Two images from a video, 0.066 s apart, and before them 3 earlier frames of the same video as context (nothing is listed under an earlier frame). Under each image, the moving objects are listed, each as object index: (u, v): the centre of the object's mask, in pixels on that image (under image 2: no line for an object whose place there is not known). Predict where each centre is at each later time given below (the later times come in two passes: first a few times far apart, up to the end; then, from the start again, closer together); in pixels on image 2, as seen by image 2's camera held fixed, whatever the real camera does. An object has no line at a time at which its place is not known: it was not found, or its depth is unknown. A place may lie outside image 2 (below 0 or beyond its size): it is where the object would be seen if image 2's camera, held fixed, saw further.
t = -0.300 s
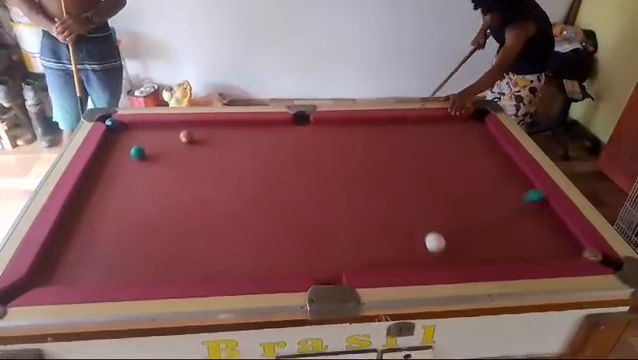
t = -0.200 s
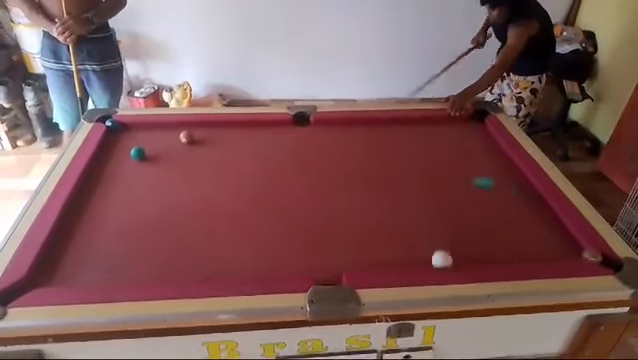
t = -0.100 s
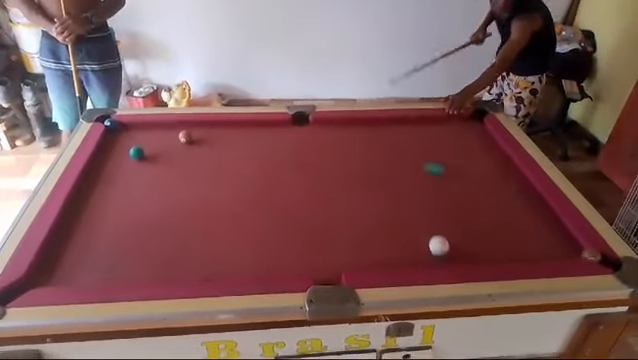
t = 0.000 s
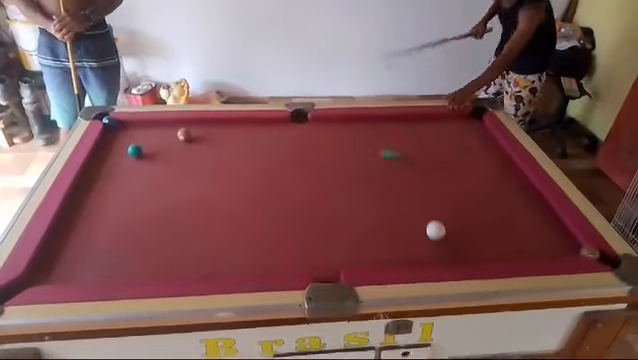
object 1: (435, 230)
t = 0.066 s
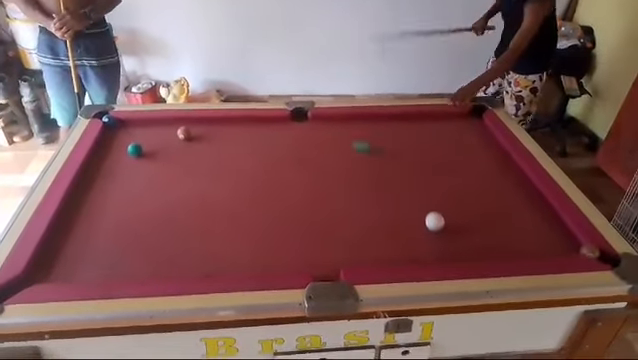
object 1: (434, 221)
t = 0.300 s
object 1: (431, 197)
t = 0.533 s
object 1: (428, 176)
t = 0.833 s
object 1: (427, 154)
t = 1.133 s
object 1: (425, 135)
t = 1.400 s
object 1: (425, 121)
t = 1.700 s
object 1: (434, 122)
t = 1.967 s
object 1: (446, 132)
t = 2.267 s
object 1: (461, 143)
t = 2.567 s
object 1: (476, 154)
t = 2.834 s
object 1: (490, 164)
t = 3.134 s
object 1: (506, 174)
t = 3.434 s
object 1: (523, 185)
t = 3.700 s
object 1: (536, 193)
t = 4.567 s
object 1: (544, 213)
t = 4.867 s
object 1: (548, 218)
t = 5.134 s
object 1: (551, 222)
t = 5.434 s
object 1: (555, 226)
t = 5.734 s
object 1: (559, 229)
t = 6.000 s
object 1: (561, 230)
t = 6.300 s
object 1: (562, 231)
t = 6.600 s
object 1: (563, 231)
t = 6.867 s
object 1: (563, 232)
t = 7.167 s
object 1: (563, 232)
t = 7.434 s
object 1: (563, 231)
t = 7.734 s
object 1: (563, 232)
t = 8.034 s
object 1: (563, 231)
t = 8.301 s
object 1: (563, 232)
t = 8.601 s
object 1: (563, 232)
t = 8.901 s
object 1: (563, 232)
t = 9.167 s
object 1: (564, 231)
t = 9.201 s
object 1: (564, 232)
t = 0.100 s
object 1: (434, 217)
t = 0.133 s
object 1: (433, 214)
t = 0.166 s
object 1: (433, 210)
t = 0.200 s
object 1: (432, 207)
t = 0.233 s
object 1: (432, 203)
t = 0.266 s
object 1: (432, 200)
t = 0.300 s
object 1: (431, 197)
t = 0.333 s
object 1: (431, 193)
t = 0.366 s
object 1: (430, 191)
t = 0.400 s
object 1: (430, 187)
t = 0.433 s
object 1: (429, 184)
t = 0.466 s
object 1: (429, 182)
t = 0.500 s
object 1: (429, 179)
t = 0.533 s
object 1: (428, 176)
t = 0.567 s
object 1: (428, 173)
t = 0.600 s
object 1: (428, 170)
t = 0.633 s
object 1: (427, 168)
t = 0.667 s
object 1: (427, 165)
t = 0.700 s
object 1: (427, 163)
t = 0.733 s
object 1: (427, 160)
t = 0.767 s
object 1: (427, 158)
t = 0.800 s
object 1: (427, 156)
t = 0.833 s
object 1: (427, 154)
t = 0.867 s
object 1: (426, 152)
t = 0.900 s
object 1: (426, 149)
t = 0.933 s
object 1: (426, 147)
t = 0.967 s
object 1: (426, 145)
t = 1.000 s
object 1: (426, 143)
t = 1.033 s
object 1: (426, 141)
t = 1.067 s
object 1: (425, 139)
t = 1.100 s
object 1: (425, 137)
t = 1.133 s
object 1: (425, 135)
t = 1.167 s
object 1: (426, 133)
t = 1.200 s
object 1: (426, 132)
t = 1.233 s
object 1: (425, 130)
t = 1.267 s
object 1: (425, 128)
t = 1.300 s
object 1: (425, 126)
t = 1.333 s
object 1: (425, 124)
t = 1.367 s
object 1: (425, 123)
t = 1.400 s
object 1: (425, 121)
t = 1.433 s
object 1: (425, 119)
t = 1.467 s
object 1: (425, 118)
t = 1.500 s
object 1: (425, 117)
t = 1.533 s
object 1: (426, 117)
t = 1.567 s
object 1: (428, 118)
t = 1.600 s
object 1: (429, 119)
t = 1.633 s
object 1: (430, 120)
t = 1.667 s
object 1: (432, 122)
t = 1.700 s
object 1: (434, 122)
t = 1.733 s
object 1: (435, 123)
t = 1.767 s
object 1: (437, 125)
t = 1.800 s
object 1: (438, 126)
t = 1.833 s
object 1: (440, 127)
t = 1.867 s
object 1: (441, 129)
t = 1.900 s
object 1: (443, 130)
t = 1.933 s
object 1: (444, 131)
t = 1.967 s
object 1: (446, 132)
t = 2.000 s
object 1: (448, 134)
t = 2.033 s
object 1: (449, 135)
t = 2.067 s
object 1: (451, 136)
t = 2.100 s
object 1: (453, 137)
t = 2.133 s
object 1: (454, 138)
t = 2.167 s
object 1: (456, 140)
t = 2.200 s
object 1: (457, 141)
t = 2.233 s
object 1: (459, 142)
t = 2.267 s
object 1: (461, 143)
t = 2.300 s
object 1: (462, 144)
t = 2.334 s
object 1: (464, 146)
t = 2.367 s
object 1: (466, 147)
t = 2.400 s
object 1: (468, 148)
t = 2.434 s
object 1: (469, 149)
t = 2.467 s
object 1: (471, 151)
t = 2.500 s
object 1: (473, 152)
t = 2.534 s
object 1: (474, 153)
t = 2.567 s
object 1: (476, 154)
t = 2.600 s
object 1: (478, 155)
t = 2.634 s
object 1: (480, 156)
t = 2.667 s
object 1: (481, 158)
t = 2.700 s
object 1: (483, 159)
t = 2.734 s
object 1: (485, 160)
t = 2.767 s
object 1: (486, 161)
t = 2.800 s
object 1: (489, 162)
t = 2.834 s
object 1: (490, 164)
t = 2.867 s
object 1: (492, 165)
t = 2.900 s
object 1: (494, 166)
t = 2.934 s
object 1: (496, 167)
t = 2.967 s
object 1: (497, 168)
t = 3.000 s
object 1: (499, 169)
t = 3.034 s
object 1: (501, 170)
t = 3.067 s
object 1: (503, 172)
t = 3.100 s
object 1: (505, 173)
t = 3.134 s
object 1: (506, 174)
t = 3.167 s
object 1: (508, 175)
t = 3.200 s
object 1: (510, 176)
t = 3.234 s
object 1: (512, 177)
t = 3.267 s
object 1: (513, 179)
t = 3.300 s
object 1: (515, 180)
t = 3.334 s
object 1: (517, 181)
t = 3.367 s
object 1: (519, 182)
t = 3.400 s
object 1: (521, 183)
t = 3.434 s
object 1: (523, 185)
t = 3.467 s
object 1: (524, 186)
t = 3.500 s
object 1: (526, 186)
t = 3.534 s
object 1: (528, 187)
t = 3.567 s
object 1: (530, 189)
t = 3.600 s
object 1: (532, 190)
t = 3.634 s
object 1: (533, 191)
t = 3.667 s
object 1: (535, 192)
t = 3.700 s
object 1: (536, 193)
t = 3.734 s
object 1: (536, 194)
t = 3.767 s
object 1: (537, 195)
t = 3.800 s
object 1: (537, 195)
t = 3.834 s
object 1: (537, 196)
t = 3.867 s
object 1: (537, 197)
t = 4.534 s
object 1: (544, 212)
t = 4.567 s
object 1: (544, 213)
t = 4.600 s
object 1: (545, 214)
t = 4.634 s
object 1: (545, 214)
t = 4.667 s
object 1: (545, 215)
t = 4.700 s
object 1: (546, 216)
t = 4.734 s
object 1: (546, 216)
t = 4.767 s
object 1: (546, 217)
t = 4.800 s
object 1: (547, 217)
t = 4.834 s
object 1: (547, 218)
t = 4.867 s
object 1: (548, 218)
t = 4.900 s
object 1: (549, 219)
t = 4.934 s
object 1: (549, 220)
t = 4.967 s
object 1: (550, 220)
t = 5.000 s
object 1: (550, 221)
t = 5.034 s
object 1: (550, 221)
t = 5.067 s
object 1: (551, 221)
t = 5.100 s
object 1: (551, 222)
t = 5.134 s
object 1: (551, 222)
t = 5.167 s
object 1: (552, 223)
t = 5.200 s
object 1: (552, 223)
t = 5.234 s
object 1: (553, 224)
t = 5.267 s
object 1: (553, 224)
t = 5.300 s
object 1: (553, 224)
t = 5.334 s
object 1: (554, 225)
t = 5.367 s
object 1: (554, 225)
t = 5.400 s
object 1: (554, 226)
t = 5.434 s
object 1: (555, 226)
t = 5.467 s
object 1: (555, 226)
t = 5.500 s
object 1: (556, 226)
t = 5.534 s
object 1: (556, 227)
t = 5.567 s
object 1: (557, 227)
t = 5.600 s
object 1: (557, 227)
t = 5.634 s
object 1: (557, 227)
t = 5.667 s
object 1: (558, 228)
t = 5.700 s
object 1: (558, 228)
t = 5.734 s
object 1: (559, 229)
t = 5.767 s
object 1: (559, 229)
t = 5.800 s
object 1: (560, 229)
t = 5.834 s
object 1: (560, 230)
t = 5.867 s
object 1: (560, 229)
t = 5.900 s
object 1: (561, 230)
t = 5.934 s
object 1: (561, 230)
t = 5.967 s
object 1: (561, 230)
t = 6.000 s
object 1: (561, 230)
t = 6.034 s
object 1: (561, 230)
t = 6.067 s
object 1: (561, 231)
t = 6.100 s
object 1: (561, 231)
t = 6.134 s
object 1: (561, 231)
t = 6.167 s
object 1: (562, 231)
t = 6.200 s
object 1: (562, 231)
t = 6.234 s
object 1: (562, 231)
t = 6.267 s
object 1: (562, 231)
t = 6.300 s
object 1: (562, 231)
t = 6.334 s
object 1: (562, 231)
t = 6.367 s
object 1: (563, 231)
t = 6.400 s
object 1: (563, 231)
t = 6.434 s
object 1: (563, 232)
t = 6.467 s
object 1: (563, 232)
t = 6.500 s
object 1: (563, 232)
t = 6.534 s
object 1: (563, 232)
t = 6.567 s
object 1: (563, 232)
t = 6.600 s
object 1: (563, 231)
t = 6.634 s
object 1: (563, 231)
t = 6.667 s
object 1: (563, 231)
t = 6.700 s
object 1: (563, 231)
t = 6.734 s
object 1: (563, 232)
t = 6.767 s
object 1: (563, 231)
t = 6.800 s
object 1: (563, 232)
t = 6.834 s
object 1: (563, 232)
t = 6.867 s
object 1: (563, 232)
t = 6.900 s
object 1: (563, 232)
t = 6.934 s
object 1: (563, 232)
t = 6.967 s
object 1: (563, 232)
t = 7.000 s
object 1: (563, 232)
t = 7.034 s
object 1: (563, 232)
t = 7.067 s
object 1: (563, 232)
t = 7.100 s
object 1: (563, 232)
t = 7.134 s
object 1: (563, 232)
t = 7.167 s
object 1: (563, 232)
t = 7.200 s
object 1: (563, 232)
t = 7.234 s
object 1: (563, 232)
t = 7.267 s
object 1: (563, 232)
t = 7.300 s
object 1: (563, 231)
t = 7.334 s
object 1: (563, 232)
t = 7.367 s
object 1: (563, 231)
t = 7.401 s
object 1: (563, 231)
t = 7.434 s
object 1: (563, 231)
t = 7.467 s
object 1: (563, 232)
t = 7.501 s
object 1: (563, 231)
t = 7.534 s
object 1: (563, 232)
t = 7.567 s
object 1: (563, 232)
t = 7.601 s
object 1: (563, 231)
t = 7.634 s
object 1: (563, 232)
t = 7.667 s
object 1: (564, 231)
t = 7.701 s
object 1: (563, 231)
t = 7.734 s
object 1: (563, 232)
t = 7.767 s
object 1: (563, 231)
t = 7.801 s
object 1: (564, 231)
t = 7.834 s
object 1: (563, 231)
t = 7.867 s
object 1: (563, 232)
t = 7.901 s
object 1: (563, 231)
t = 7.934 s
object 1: (564, 231)
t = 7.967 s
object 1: (563, 231)
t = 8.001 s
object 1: (563, 231)
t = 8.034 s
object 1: (563, 231)
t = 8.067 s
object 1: (563, 231)
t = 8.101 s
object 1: (563, 231)
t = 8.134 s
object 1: (563, 231)
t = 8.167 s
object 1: (563, 232)
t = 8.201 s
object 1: (563, 232)
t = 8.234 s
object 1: (563, 231)
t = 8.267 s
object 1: (563, 231)
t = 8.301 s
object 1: (563, 232)
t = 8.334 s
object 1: (564, 231)
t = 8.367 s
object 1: (563, 232)
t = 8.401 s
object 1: (563, 232)
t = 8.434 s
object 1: (563, 232)
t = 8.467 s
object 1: (563, 232)
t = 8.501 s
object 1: (563, 232)
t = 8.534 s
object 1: (563, 232)
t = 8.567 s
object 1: (563, 232)
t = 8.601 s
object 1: (563, 232)
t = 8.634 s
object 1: (563, 231)
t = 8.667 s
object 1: (563, 231)
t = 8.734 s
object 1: (563, 231)
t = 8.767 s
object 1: (563, 231)
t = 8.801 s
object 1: (563, 231)
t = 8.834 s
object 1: (563, 231)
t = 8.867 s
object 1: (563, 232)
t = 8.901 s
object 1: (563, 232)
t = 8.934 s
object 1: (563, 231)
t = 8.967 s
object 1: (563, 232)
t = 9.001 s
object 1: (563, 231)
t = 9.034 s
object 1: (563, 231)
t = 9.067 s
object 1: (563, 231)
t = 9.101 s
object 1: (563, 232)
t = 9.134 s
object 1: (563, 231)
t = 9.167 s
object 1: (564, 231)
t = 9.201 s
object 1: (564, 232)
